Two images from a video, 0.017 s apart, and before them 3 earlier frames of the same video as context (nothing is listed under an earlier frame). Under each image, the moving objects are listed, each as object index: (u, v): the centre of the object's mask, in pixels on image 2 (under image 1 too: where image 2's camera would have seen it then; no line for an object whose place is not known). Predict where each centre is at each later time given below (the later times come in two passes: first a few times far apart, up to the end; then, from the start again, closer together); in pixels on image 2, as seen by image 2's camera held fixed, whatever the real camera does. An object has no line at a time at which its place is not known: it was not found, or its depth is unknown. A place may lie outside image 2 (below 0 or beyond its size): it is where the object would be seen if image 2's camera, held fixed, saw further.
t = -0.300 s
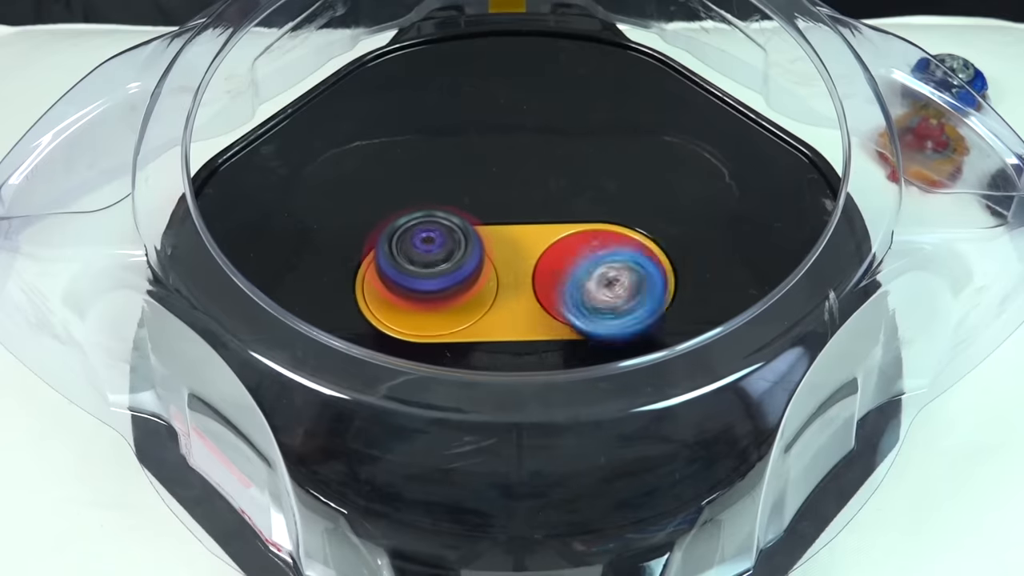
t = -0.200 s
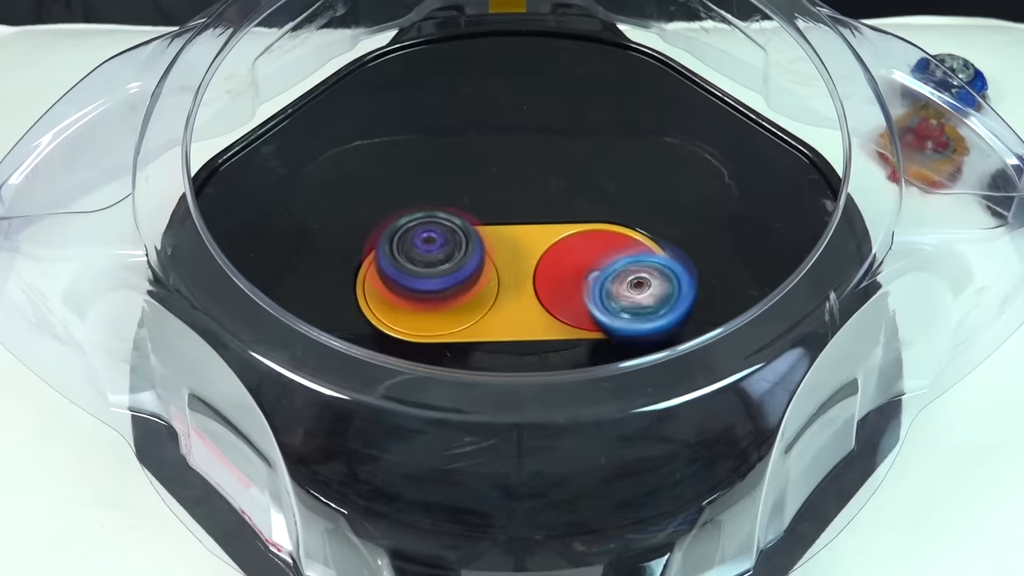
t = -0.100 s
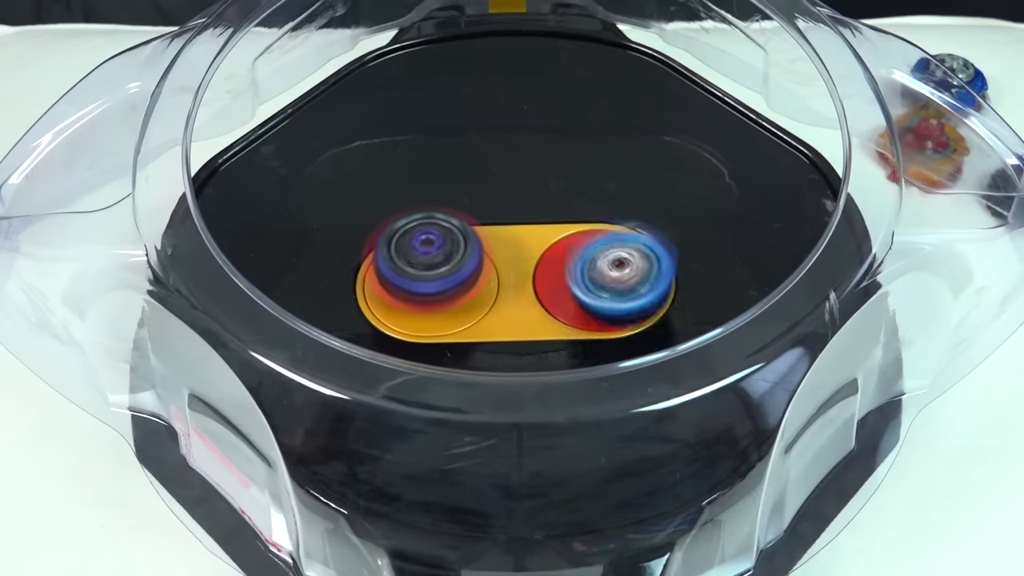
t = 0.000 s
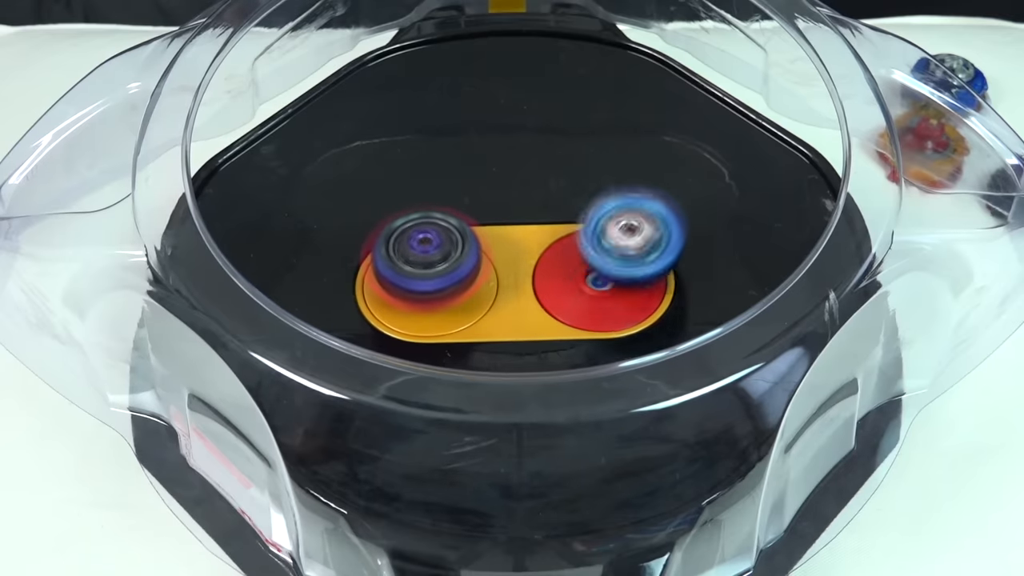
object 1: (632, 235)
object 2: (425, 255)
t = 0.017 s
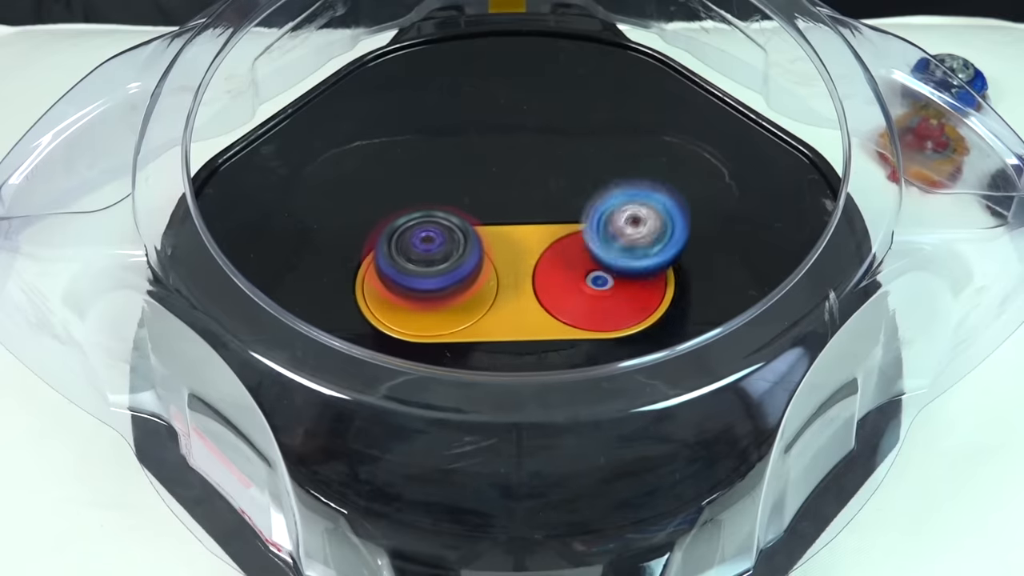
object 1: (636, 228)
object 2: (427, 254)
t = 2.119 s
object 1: (639, 274)
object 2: (429, 260)
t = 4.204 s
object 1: (575, 202)
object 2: (418, 262)
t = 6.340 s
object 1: (557, 292)
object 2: (427, 255)
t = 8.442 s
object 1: (585, 297)
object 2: (423, 253)
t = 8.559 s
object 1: (656, 300)
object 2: (427, 255)
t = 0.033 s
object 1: (639, 220)
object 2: (428, 254)
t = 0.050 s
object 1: (641, 212)
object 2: (427, 255)
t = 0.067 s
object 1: (640, 205)
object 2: (425, 255)
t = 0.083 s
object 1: (639, 201)
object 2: (426, 254)
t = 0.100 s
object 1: (637, 197)
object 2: (427, 254)
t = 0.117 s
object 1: (636, 196)
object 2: (427, 255)
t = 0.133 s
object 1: (635, 196)
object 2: (426, 256)
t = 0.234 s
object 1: (628, 215)
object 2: (425, 255)
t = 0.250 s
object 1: (627, 218)
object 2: (426, 254)
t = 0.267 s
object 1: (623, 221)
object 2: (428, 254)
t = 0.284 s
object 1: (621, 222)
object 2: (427, 255)
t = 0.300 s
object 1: (617, 224)
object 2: (425, 256)
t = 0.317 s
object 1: (613, 226)
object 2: (425, 254)
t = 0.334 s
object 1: (607, 227)
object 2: (427, 253)
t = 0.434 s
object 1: (555, 227)
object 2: (427, 255)
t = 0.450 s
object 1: (542, 229)
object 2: (425, 256)
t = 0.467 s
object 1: (534, 230)
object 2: (423, 254)
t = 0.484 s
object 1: (544, 234)
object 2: (416, 250)
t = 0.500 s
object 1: (576, 240)
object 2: (416, 244)
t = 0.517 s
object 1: (605, 243)
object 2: (422, 239)
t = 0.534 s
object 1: (632, 249)
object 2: (431, 236)
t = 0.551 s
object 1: (661, 259)
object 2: (437, 243)
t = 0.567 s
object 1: (676, 259)
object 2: (435, 250)
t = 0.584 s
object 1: (683, 255)
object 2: (426, 255)
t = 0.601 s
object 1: (690, 255)
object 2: (417, 251)
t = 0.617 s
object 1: (697, 258)
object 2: (416, 243)
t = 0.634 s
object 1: (702, 262)
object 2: (423, 239)
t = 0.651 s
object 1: (706, 263)
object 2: (432, 240)
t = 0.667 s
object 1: (709, 264)
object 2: (436, 247)
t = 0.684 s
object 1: (710, 265)
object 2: (429, 254)
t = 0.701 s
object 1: (713, 265)
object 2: (419, 255)
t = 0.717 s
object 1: (714, 267)
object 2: (415, 248)
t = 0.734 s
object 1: (714, 268)
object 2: (417, 241)
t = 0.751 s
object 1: (715, 269)
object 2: (428, 239)
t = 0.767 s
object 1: (714, 269)
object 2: (435, 246)
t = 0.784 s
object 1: (714, 269)
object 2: (433, 254)
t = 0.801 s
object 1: (713, 270)
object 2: (421, 257)
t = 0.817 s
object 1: (714, 270)
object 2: (412, 251)
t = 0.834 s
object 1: (713, 271)
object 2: (415, 242)
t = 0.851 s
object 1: (713, 271)
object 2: (426, 238)
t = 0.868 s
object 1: (710, 272)
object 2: (436, 243)
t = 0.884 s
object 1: (709, 271)
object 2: (436, 253)
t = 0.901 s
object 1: (707, 271)
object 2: (424, 258)
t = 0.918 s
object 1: (706, 271)
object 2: (414, 254)
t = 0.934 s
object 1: (705, 271)
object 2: (414, 244)
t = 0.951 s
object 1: (702, 272)
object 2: (424, 239)
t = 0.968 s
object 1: (700, 272)
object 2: (434, 243)
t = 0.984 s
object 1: (695, 272)
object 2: (437, 252)
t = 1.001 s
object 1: (693, 270)
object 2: (427, 259)
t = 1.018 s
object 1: (690, 270)
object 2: (414, 255)
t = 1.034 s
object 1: (688, 270)
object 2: (413, 247)
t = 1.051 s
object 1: (685, 270)
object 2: (421, 239)
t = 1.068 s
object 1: (681, 268)
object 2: (435, 241)
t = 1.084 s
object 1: (677, 267)
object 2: (439, 251)
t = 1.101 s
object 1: (673, 266)
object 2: (428, 259)
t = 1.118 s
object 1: (669, 264)
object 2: (415, 257)
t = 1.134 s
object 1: (665, 266)
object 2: (413, 249)
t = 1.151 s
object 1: (662, 265)
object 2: (421, 240)
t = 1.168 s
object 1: (656, 266)
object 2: (432, 242)
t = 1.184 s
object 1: (650, 264)
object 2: (438, 249)
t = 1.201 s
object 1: (646, 260)
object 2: (430, 258)
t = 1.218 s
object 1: (642, 256)
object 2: (417, 258)
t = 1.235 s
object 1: (641, 253)
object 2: (413, 249)
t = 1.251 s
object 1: (638, 250)
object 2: (418, 241)
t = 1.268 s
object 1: (635, 245)
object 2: (432, 242)
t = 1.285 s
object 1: (631, 240)
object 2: (439, 249)
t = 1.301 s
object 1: (628, 232)
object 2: (432, 258)
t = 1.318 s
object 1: (624, 224)
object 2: (419, 259)
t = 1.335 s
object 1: (620, 217)
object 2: (414, 250)
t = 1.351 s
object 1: (616, 211)
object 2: (419, 241)
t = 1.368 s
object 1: (609, 205)
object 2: (431, 239)
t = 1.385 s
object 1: (601, 199)
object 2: (439, 249)
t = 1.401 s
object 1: (593, 196)
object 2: (434, 258)
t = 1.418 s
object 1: (588, 195)
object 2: (420, 259)
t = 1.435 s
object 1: (583, 199)
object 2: (412, 251)
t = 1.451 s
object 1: (580, 202)
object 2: (415, 242)
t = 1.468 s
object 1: (575, 206)
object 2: (430, 239)
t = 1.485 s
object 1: (569, 207)
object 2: (439, 247)
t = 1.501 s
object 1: (561, 210)
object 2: (436, 257)
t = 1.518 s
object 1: (554, 212)
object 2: (422, 260)
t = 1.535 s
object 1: (547, 217)
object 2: (413, 253)
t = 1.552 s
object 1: (539, 222)
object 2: (415, 243)
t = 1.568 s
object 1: (535, 226)
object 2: (423, 238)
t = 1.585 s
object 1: (552, 230)
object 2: (421, 236)
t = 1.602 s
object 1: (569, 237)
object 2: (421, 238)
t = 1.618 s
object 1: (586, 244)
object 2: (426, 241)
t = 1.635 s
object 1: (599, 251)
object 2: (429, 242)
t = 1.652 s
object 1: (613, 262)
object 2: (427, 244)
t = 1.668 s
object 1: (629, 271)
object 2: (424, 248)
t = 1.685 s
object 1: (648, 279)
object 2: (420, 247)
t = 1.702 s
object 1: (662, 283)
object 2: (419, 245)
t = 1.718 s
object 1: (673, 284)
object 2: (418, 244)
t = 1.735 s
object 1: (682, 285)
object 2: (419, 244)
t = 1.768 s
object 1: (694, 286)
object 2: (423, 247)
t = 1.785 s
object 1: (698, 284)
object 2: (423, 251)
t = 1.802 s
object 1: (699, 284)
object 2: (420, 253)
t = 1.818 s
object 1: (700, 284)
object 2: (416, 252)
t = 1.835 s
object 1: (699, 284)
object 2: (416, 251)
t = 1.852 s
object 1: (698, 284)
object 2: (418, 250)
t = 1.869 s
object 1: (696, 284)
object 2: (421, 251)
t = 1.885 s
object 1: (693, 284)
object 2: (424, 255)
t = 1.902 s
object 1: (691, 284)
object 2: (423, 257)
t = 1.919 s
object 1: (688, 284)
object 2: (420, 258)
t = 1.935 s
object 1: (685, 283)
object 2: (418, 258)
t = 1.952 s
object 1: (682, 283)
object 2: (419, 256)
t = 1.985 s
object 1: (675, 282)
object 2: (426, 256)
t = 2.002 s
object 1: (672, 281)
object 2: (426, 259)
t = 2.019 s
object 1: (669, 280)
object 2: (424, 261)
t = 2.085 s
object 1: (650, 277)
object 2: (430, 256)
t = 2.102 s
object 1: (644, 278)
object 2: (431, 259)
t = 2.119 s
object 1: (639, 274)
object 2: (429, 260)
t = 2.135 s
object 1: (635, 272)
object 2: (426, 258)
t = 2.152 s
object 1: (632, 268)
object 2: (426, 255)
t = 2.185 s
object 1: (626, 259)
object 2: (431, 254)
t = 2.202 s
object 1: (625, 254)
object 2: (430, 255)
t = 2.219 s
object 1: (626, 249)
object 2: (426, 255)
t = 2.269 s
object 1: (633, 231)
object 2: (429, 253)
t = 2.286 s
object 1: (635, 224)
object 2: (428, 255)
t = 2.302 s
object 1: (636, 216)
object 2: (425, 255)
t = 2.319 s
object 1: (636, 208)
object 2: (426, 254)
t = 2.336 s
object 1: (634, 203)
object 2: (426, 253)
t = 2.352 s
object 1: (630, 199)
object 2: (428, 255)
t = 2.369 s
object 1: (627, 198)
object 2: (426, 256)
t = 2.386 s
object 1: (624, 198)
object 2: (425, 256)
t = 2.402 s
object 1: (622, 199)
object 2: (426, 254)
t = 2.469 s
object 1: (614, 210)
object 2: (426, 255)
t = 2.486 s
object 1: (611, 212)
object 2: (426, 254)
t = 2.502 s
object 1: (606, 213)
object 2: (428, 255)
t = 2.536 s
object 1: (594, 217)
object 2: (426, 255)
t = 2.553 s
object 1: (586, 218)
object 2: (426, 254)
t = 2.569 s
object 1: (577, 220)
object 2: (428, 254)
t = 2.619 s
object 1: (543, 228)
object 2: (425, 255)
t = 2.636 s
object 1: (535, 232)
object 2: (424, 253)
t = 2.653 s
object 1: (547, 236)
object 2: (412, 253)
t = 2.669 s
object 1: (565, 239)
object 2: (410, 244)
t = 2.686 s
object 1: (582, 242)
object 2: (413, 239)
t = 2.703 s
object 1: (596, 245)
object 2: (422, 233)
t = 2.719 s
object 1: (611, 253)
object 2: (434, 235)
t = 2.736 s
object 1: (626, 264)
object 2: (440, 245)
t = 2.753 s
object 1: (643, 271)
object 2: (435, 254)
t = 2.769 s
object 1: (660, 273)
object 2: (421, 257)
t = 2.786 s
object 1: (673, 274)
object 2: (410, 248)
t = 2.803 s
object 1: (683, 275)
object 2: (409, 239)
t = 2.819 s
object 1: (692, 277)
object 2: (419, 231)
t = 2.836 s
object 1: (698, 276)
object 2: (432, 231)
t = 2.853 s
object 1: (701, 277)
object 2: (441, 238)
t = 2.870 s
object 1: (703, 276)
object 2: (441, 248)
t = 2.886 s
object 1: (704, 276)
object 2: (433, 258)
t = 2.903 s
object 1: (703, 276)
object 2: (418, 260)
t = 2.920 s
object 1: (703, 277)
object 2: (406, 257)
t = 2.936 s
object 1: (701, 277)
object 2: (402, 246)
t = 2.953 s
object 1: (700, 278)
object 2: (406, 237)
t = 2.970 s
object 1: (697, 279)
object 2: (417, 230)
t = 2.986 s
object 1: (694, 279)
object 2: (430, 233)
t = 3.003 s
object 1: (690, 280)
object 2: (437, 241)
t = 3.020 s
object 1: (688, 280)
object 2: (441, 252)
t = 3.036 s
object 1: (684, 280)
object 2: (434, 261)
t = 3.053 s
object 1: (682, 279)
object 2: (421, 265)
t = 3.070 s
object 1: (679, 280)
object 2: (407, 265)
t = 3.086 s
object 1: (677, 279)
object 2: (400, 256)
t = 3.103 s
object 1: (673, 280)
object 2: (400, 245)
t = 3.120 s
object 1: (670, 280)
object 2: (409, 238)
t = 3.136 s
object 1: (666, 280)
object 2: (420, 235)
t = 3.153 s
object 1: (661, 280)
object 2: (433, 242)
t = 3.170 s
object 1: (655, 281)
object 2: (441, 249)
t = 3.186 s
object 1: (648, 281)
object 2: (439, 258)
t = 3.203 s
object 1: (642, 279)
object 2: (429, 267)
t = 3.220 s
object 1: (636, 277)
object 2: (415, 273)
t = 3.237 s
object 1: (633, 273)
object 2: (403, 268)
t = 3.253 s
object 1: (629, 271)
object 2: (399, 258)
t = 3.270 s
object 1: (626, 267)
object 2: (400, 248)
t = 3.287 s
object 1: (624, 263)
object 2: (408, 240)
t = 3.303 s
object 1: (623, 258)
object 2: (422, 238)
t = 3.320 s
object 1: (624, 254)
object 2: (436, 243)
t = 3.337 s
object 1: (627, 249)
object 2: (443, 251)
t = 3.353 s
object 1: (629, 245)
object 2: (441, 261)
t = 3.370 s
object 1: (634, 238)
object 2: (433, 272)
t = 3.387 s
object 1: (638, 232)
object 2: (419, 277)
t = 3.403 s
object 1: (642, 225)
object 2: (407, 273)
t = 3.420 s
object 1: (644, 217)
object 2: (404, 263)
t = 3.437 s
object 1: (646, 209)
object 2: (405, 253)
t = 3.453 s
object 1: (643, 203)
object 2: (410, 243)
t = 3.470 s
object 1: (641, 199)
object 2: (422, 239)
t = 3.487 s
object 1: (639, 198)
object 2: (437, 241)
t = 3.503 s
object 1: (637, 196)
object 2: (447, 249)
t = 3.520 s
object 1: (634, 197)
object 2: (451, 260)
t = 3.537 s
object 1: (633, 198)
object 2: (447, 271)
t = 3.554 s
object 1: (631, 200)
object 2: (435, 276)
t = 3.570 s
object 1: (631, 203)
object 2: (420, 276)
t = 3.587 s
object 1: (631, 208)
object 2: (411, 272)
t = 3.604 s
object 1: (631, 210)
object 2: (406, 262)
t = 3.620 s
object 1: (629, 214)
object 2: (407, 252)
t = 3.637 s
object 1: (628, 216)
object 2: (411, 242)
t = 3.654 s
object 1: (625, 220)
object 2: (423, 237)
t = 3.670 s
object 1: (622, 221)
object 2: (436, 236)
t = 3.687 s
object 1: (618, 223)
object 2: (447, 245)
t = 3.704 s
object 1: (613, 224)
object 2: (454, 254)
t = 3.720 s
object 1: (605, 224)
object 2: (454, 265)
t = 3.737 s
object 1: (597, 223)
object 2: (446, 273)
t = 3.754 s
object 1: (587, 224)
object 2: (434, 276)
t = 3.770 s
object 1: (575, 223)
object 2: (421, 272)
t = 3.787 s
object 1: (564, 225)
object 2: (410, 266)
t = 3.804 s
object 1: (551, 226)
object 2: (406, 257)
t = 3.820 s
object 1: (538, 230)
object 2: (408, 245)
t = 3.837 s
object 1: (527, 232)
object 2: (413, 238)
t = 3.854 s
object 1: (536, 229)
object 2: (414, 235)
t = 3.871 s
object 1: (548, 225)
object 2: (412, 239)
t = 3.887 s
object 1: (559, 223)
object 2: (414, 243)
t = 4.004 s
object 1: (608, 214)
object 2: (418, 247)
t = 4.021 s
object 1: (610, 213)
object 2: (419, 251)
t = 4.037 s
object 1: (610, 210)
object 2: (416, 254)
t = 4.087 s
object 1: (605, 202)
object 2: (415, 255)
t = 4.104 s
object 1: (602, 199)
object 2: (417, 256)
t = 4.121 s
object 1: (598, 196)
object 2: (417, 257)
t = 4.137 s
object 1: (592, 195)
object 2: (418, 258)
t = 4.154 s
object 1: (589, 195)
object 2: (419, 260)
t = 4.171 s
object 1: (585, 198)
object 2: (418, 261)
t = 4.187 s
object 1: (581, 201)
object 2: (418, 262)
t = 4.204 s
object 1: (575, 202)
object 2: (418, 262)
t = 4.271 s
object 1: (542, 213)
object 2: (423, 261)
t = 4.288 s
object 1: (532, 216)
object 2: (425, 262)
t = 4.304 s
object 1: (527, 220)
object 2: (421, 264)
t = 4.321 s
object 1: (532, 220)
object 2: (414, 266)
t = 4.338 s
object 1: (538, 221)
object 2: (412, 262)
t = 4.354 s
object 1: (543, 224)
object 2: (413, 258)
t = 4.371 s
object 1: (547, 225)
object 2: (418, 253)
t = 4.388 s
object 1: (550, 229)
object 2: (425, 254)
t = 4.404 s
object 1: (553, 231)
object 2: (430, 258)
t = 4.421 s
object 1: (552, 236)
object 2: (430, 262)
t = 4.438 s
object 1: (552, 242)
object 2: (426, 263)
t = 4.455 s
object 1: (552, 246)
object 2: (422, 263)
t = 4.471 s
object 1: (551, 255)
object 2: (421, 259)
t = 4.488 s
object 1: (552, 263)
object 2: (423, 255)
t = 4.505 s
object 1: (551, 272)
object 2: (429, 254)
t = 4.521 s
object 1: (550, 283)
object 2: (432, 257)
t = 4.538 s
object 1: (551, 289)
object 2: (432, 259)
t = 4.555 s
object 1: (552, 296)
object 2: (429, 259)
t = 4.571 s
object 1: (553, 299)
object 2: (427, 258)
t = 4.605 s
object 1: (554, 302)
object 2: (428, 253)
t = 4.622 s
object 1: (553, 303)
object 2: (430, 253)
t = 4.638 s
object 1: (554, 302)
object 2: (429, 254)
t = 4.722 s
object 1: (560, 276)
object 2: (427, 255)
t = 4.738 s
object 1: (563, 269)
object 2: (426, 256)
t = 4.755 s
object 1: (567, 264)
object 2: (425, 255)
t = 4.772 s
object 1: (572, 260)
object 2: (425, 254)
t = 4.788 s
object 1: (577, 256)
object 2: (427, 254)
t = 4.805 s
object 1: (582, 255)
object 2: (428, 255)
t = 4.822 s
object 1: (589, 253)
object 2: (426, 256)
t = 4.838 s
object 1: (593, 246)
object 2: (425, 255)
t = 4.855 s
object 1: (592, 240)
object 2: (425, 254)
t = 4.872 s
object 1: (588, 233)
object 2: (427, 254)
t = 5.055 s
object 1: (518, 186)
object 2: (427, 255)
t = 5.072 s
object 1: (515, 184)
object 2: (426, 256)
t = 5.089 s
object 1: (513, 182)
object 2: (425, 256)
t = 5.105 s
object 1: (511, 179)
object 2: (425, 254)
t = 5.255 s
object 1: (491, 146)
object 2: (424, 255)
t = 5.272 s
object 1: (488, 140)
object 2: (425, 253)
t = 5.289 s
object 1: (485, 137)
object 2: (427, 254)
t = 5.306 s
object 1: (482, 135)
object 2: (427, 256)
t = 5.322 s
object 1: (480, 135)
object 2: (425, 256)
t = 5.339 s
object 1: (479, 134)
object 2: (425, 254)
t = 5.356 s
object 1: (478, 134)
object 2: (426, 253)
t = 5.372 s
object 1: (475, 135)
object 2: (428, 254)
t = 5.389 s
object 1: (475, 136)
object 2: (427, 256)
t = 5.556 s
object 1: (468, 162)
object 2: (426, 256)
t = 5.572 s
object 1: (466, 167)
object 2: (424, 256)
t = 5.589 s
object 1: (468, 168)
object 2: (422, 256)
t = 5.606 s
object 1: (473, 168)
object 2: (425, 254)
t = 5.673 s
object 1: (500, 171)
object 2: (424, 256)
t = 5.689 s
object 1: (506, 172)
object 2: (424, 253)
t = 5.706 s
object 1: (509, 174)
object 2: (427, 254)
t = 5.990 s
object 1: (569, 209)
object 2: (425, 255)
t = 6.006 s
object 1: (573, 212)
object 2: (425, 254)
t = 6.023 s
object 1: (576, 214)
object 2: (428, 254)
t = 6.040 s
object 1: (577, 218)
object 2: (428, 256)
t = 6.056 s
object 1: (578, 223)
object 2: (426, 256)
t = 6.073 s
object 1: (578, 228)
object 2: (425, 255)
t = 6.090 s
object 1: (575, 233)
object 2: (426, 254)
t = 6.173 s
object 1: (558, 280)
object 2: (427, 254)
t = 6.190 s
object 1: (556, 291)
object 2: (428, 255)
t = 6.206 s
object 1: (558, 297)
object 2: (426, 256)
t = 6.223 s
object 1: (559, 301)
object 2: (424, 256)
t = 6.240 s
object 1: (562, 307)
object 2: (425, 254)
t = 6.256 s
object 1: (563, 307)
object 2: (428, 254)
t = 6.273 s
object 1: (564, 304)
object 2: (428, 256)
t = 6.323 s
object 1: (559, 295)
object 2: (426, 254)
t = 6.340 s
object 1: (557, 292)
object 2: (427, 255)
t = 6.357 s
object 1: (555, 291)
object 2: (426, 256)
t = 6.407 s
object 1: (551, 289)
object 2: (427, 254)
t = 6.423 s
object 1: (549, 288)
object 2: (427, 256)
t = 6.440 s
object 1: (548, 287)
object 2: (425, 256)
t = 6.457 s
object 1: (548, 285)
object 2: (425, 255)
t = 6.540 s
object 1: (541, 277)
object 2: (426, 254)
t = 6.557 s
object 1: (540, 276)
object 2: (428, 255)
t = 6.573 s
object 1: (541, 277)
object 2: (427, 256)
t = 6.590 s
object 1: (541, 280)
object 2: (425, 256)
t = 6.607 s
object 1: (544, 284)
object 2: (426, 254)
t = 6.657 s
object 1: (551, 290)
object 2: (426, 256)
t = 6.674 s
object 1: (552, 290)
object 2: (425, 255)
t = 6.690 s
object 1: (552, 290)
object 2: (427, 254)
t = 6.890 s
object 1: (537, 290)
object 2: (425, 255)
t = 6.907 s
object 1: (536, 290)
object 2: (427, 254)
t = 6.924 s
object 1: (535, 290)
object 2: (427, 256)
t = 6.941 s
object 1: (535, 291)
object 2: (426, 256)
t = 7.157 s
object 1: (535, 295)
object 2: (426, 256)
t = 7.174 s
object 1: (535, 296)
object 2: (426, 255)
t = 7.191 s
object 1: (536, 295)
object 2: (427, 255)
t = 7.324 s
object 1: (538, 293)
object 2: (427, 255)
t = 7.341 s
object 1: (538, 293)
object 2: (427, 256)
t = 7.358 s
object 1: (538, 291)
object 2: (426, 256)
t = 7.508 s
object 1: (539, 284)
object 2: (426, 255)
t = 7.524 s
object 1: (539, 283)
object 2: (427, 255)
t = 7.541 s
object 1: (538, 282)
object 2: (426, 256)
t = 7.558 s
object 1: (539, 281)
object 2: (426, 256)
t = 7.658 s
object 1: (542, 275)
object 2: (426, 256)
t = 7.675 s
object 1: (542, 274)
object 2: (426, 255)
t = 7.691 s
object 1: (544, 274)
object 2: (426, 255)
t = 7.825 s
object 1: (575, 299)
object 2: (426, 255)
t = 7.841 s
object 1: (583, 302)
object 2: (426, 255)
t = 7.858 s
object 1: (592, 301)
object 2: (426, 255)
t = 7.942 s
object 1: (644, 292)
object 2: (426, 255)
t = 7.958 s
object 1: (657, 289)
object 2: (426, 255)
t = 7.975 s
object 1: (667, 284)
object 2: (427, 255)
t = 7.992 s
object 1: (671, 278)
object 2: (427, 255)
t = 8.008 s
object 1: (672, 269)
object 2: (427, 255)
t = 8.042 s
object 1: (675, 253)
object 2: (427, 255)
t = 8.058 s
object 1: (676, 242)
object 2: (427, 255)
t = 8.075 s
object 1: (676, 233)
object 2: (427, 255)
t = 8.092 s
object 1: (672, 226)
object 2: (427, 255)
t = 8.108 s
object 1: (666, 219)
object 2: (426, 255)
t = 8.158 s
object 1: (638, 204)
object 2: (427, 255)
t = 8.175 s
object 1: (626, 198)
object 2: (427, 255)
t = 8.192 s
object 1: (615, 195)
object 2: (427, 255)
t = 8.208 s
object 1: (605, 194)
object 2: (427, 255)
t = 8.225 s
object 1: (593, 195)
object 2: (426, 255)
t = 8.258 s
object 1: (572, 198)
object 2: (427, 255)
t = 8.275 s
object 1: (563, 201)
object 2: (426, 255)
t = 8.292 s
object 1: (552, 205)
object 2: (426, 255)
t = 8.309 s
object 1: (545, 211)
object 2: (427, 255)
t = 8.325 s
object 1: (538, 218)
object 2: (426, 255)
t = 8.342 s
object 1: (534, 227)
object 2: (423, 254)
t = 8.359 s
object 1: (538, 235)
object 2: (422, 252)
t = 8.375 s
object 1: (544, 248)
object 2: (427, 250)
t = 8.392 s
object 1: (551, 265)
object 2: (431, 253)
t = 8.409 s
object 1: (559, 282)
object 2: (430, 256)
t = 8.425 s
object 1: (571, 296)
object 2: (425, 257)
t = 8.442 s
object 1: (585, 297)
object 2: (423, 253)
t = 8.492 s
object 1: (623, 304)
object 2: (428, 256)
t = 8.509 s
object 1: (634, 305)
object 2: (425, 257)
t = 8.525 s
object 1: (642, 305)
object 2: (424, 255)
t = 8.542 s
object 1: (652, 302)
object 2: (426, 254)
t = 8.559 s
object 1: (656, 300)
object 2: (427, 255)
